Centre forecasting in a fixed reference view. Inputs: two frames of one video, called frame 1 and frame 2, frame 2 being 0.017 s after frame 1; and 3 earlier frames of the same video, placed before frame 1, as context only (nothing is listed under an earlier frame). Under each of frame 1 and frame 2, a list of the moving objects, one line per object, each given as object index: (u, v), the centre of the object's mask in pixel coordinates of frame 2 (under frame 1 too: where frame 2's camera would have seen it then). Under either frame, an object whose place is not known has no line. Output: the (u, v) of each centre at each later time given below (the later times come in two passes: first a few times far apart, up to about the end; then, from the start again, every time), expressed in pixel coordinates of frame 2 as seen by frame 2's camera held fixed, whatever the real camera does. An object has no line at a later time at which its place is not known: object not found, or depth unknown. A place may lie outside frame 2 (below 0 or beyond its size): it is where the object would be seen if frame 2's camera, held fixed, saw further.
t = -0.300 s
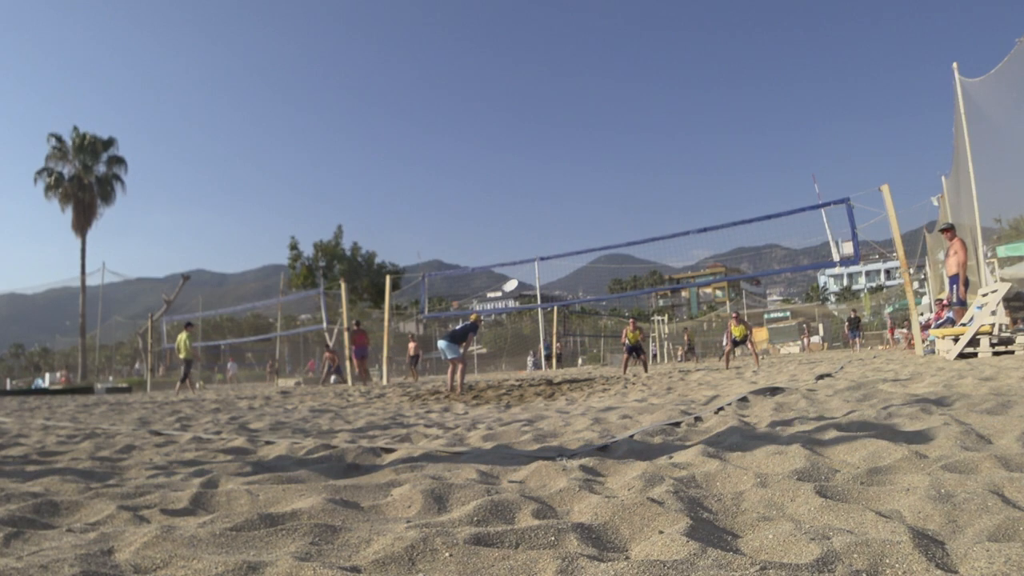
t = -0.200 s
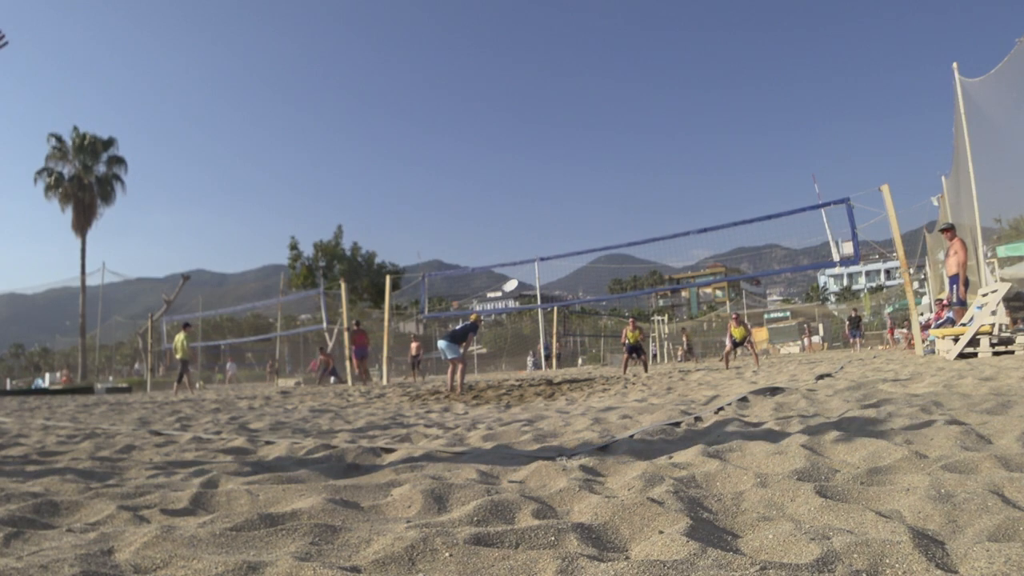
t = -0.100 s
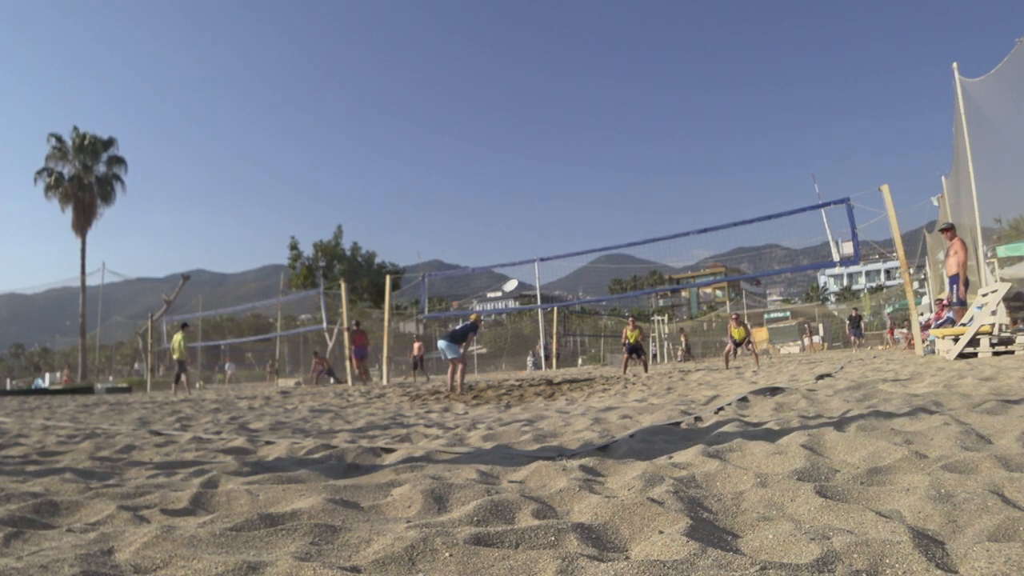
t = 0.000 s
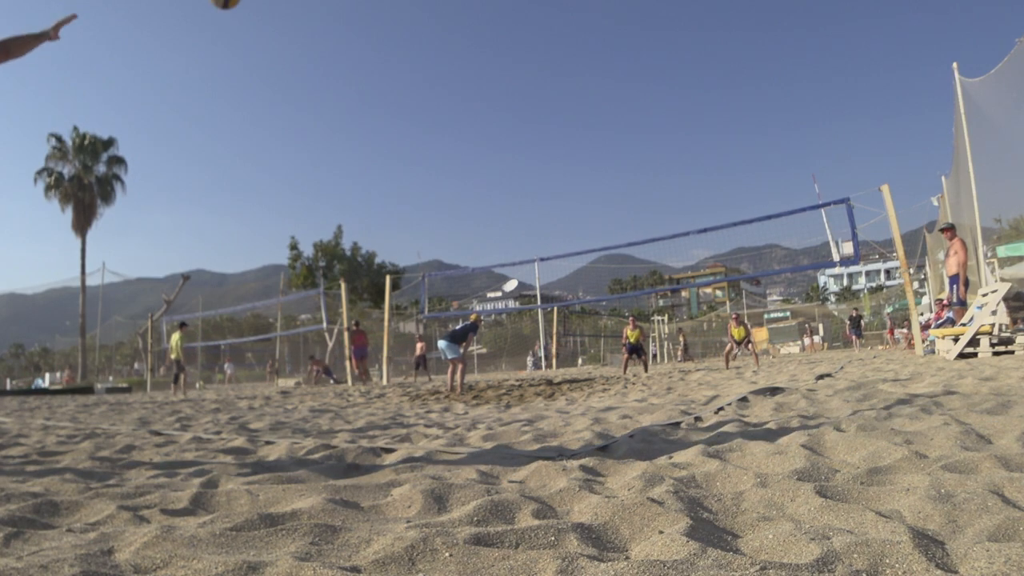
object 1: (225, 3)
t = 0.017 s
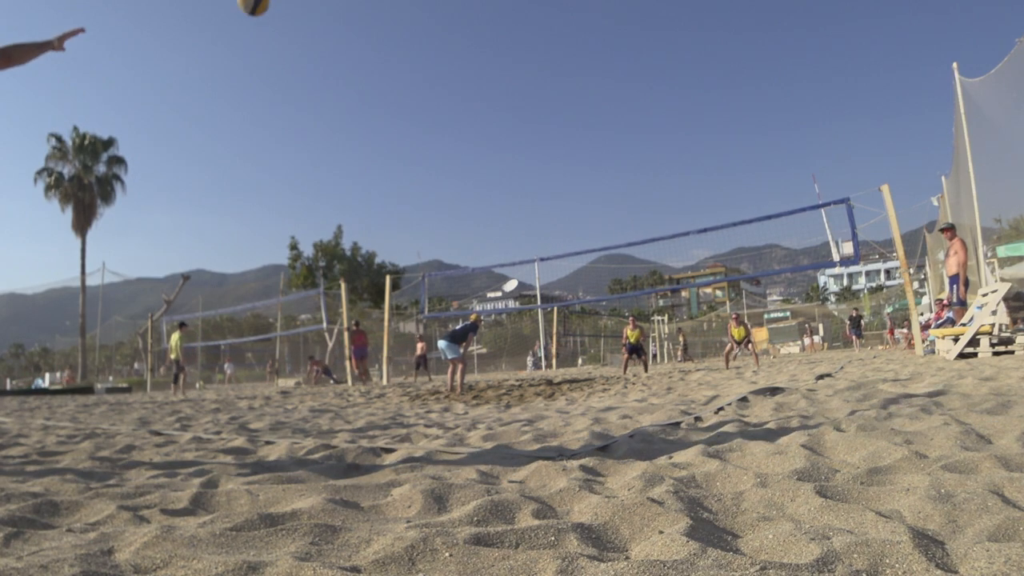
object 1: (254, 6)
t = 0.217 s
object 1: (465, 78)
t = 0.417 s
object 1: (555, 146)
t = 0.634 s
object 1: (608, 213)
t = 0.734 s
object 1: (626, 240)
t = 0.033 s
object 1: (280, 9)
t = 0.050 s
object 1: (304, 14)
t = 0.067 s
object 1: (326, 20)
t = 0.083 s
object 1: (347, 27)
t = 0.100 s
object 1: (367, 34)
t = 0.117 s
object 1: (384, 40)
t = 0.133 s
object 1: (400, 47)
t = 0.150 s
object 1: (415, 53)
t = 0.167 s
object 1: (429, 59)
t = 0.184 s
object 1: (442, 66)
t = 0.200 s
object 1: (453, 72)
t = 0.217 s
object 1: (465, 78)
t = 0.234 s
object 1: (475, 83)
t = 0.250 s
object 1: (484, 89)
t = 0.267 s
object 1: (494, 95)
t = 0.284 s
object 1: (503, 101)
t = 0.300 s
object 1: (511, 107)
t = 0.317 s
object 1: (518, 113)
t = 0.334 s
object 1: (525, 119)
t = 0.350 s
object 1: (532, 124)
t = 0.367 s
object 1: (538, 130)
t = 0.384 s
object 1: (544, 135)
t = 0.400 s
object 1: (550, 141)
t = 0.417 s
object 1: (555, 146)
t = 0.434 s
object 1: (561, 151)
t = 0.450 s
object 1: (566, 157)
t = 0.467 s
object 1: (571, 162)
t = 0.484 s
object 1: (575, 168)
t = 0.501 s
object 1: (579, 173)
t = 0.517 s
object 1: (583, 178)
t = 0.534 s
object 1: (587, 183)
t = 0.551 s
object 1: (591, 188)
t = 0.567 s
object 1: (595, 193)
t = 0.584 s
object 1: (598, 198)
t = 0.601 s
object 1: (602, 203)
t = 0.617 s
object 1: (605, 208)
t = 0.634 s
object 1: (608, 213)
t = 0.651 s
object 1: (611, 218)
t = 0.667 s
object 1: (615, 223)
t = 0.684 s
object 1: (618, 228)
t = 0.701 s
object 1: (620, 232)
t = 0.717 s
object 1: (623, 237)
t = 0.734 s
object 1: (626, 240)
